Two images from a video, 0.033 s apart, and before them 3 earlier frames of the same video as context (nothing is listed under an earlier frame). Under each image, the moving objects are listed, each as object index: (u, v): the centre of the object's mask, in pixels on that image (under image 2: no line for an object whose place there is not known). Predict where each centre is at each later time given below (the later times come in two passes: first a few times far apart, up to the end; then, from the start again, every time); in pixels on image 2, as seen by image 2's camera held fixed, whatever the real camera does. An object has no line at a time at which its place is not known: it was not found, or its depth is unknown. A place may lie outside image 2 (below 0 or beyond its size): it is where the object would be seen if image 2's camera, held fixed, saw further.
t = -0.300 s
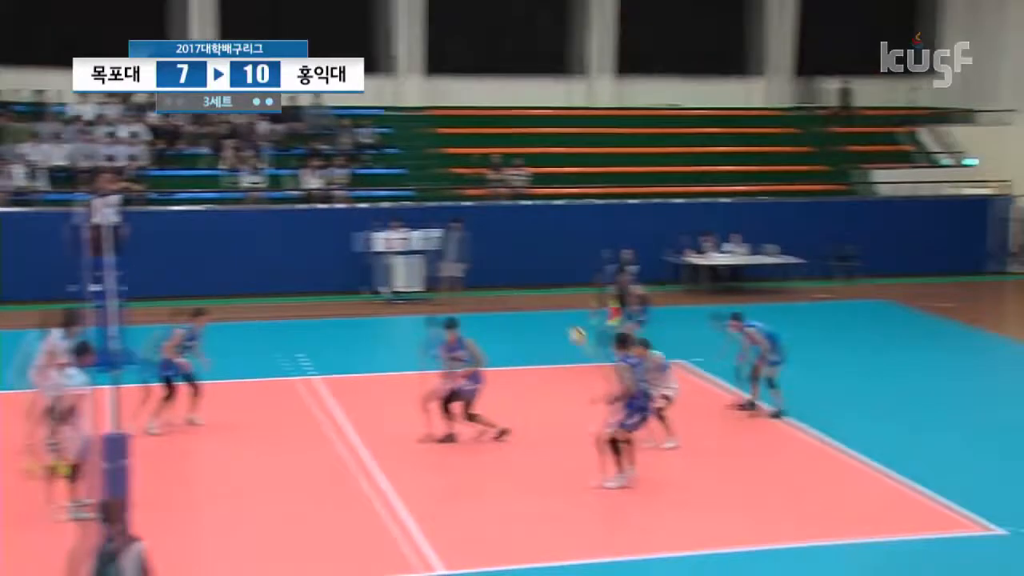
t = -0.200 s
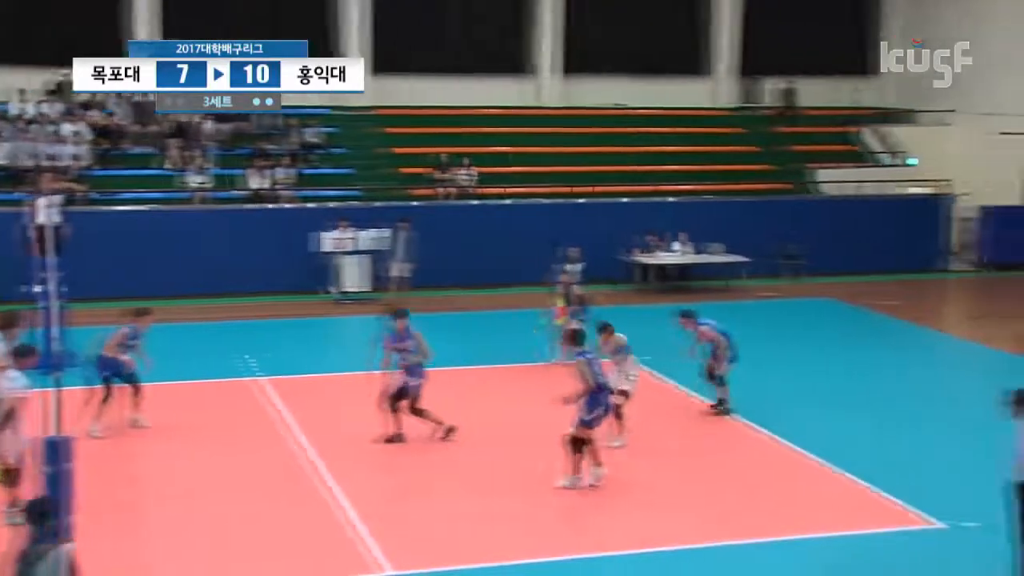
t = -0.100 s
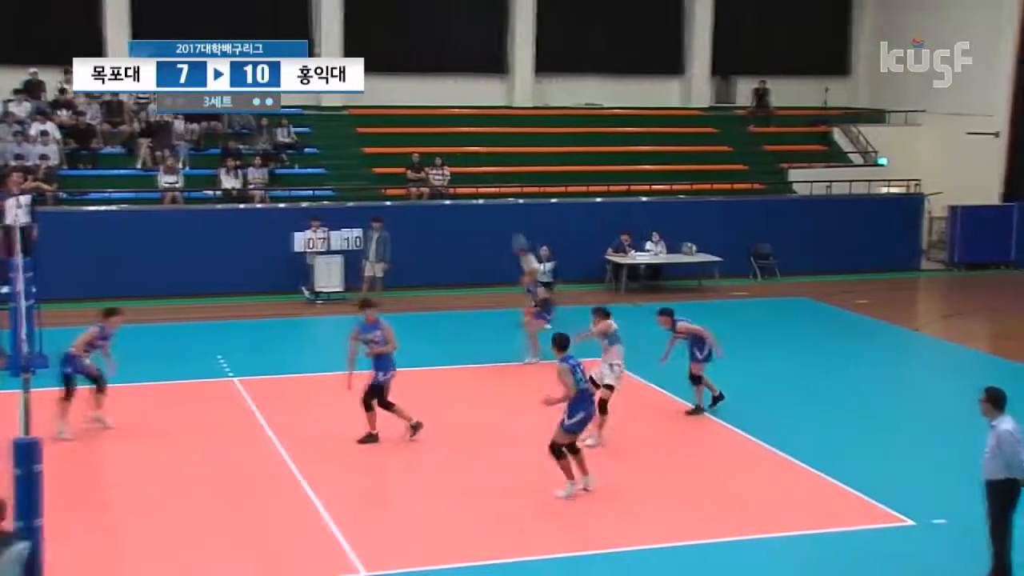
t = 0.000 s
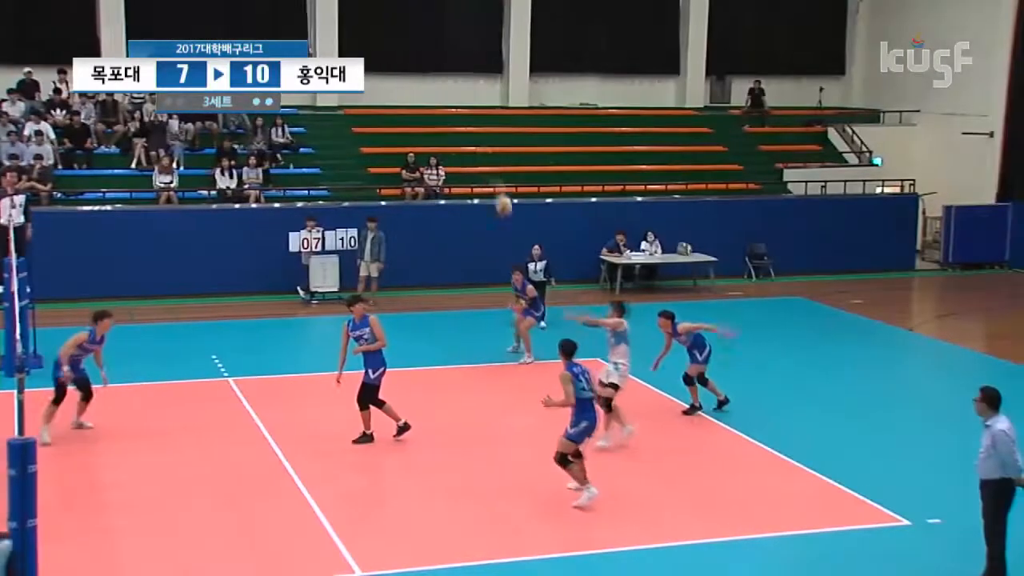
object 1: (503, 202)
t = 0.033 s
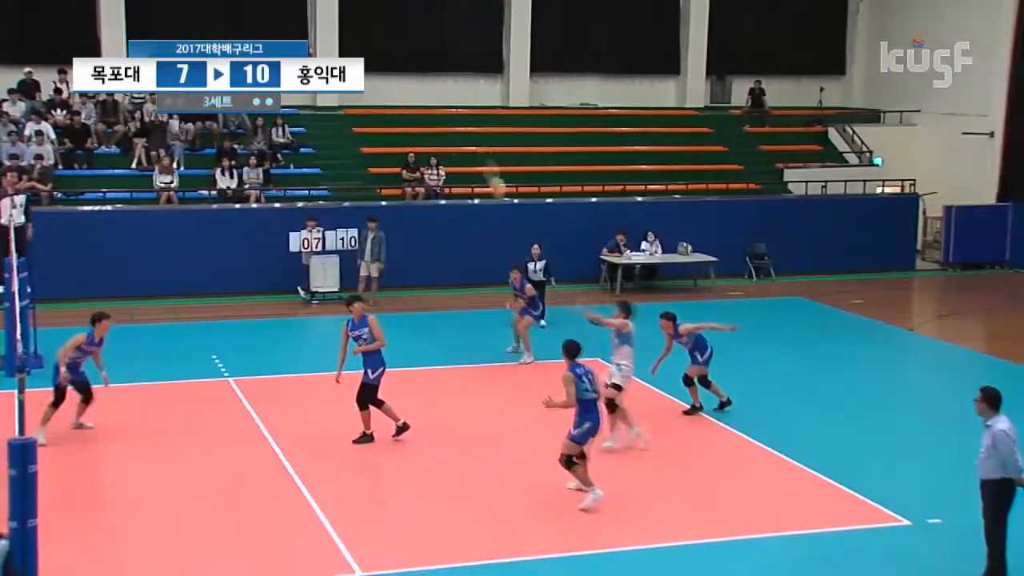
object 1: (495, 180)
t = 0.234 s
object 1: (457, 99)
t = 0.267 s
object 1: (449, 84)
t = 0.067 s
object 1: (488, 165)
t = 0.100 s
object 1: (481, 150)
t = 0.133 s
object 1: (474, 133)
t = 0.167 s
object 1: (468, 121)
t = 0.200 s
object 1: (464, 112)
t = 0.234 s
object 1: (457, 99)
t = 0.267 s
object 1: (449, 84)
